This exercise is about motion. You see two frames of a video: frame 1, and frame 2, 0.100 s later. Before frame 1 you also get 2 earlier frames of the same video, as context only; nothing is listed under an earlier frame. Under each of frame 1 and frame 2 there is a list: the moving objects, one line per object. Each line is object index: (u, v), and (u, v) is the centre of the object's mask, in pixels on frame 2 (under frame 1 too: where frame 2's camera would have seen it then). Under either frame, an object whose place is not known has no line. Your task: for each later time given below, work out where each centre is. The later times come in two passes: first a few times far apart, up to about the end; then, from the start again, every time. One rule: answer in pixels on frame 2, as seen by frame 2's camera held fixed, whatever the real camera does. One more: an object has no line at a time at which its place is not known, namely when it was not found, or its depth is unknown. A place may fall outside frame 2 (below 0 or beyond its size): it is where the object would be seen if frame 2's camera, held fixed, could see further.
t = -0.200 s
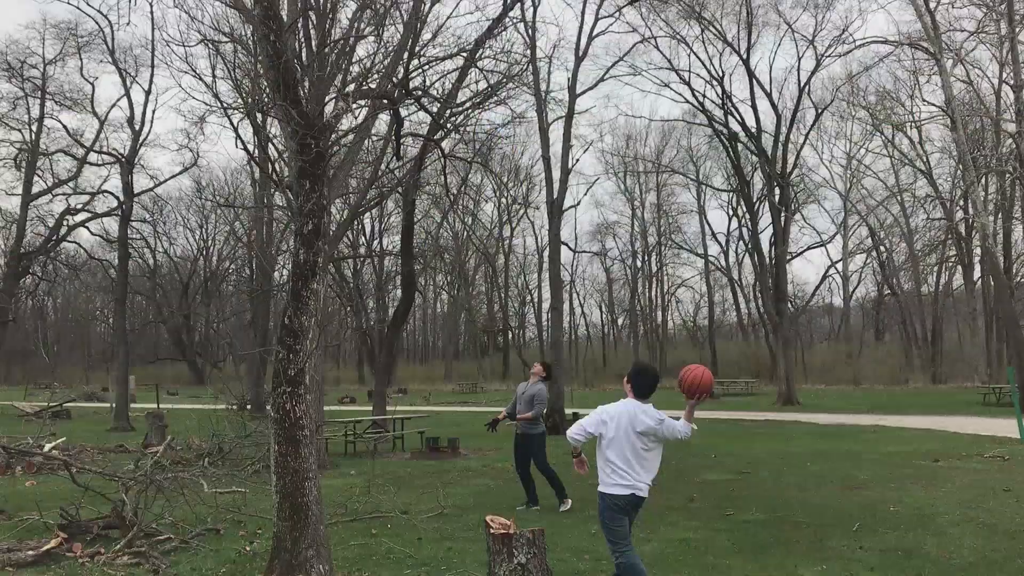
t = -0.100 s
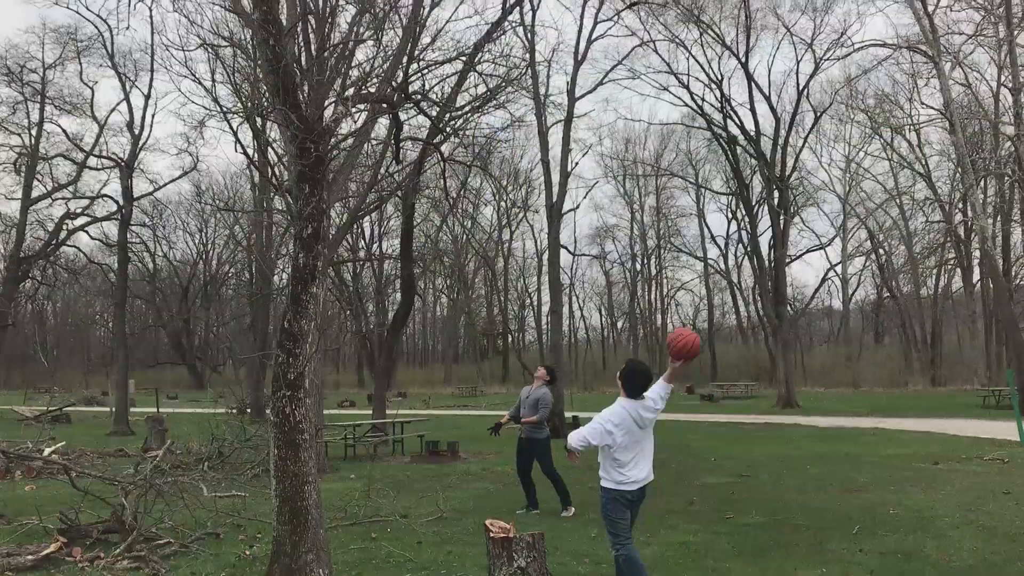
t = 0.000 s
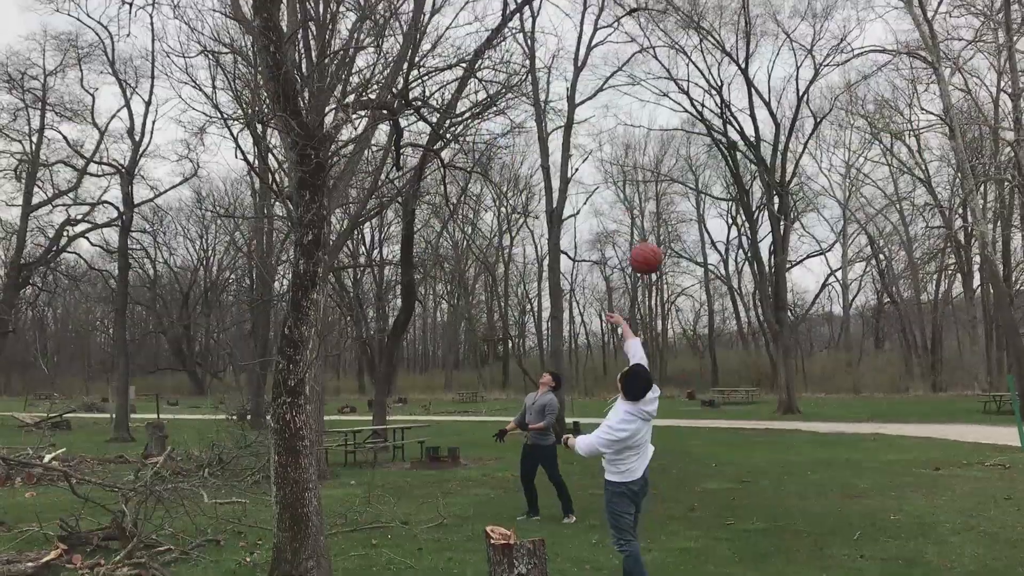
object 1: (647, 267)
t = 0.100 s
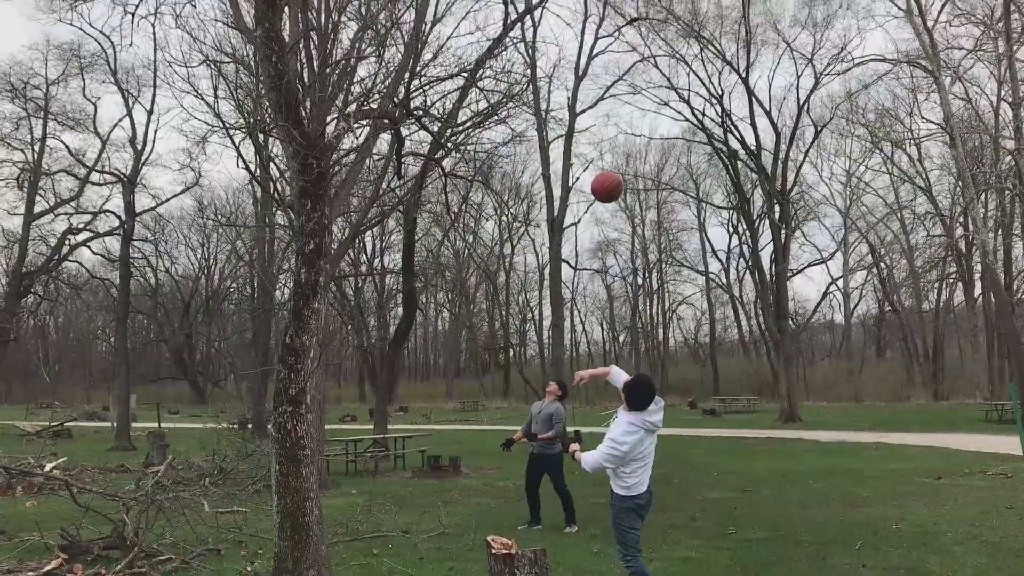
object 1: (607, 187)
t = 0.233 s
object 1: (559, 107)
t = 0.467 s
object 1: (489, 27)
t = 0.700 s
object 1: (430, 15)
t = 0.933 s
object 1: (383, 63)
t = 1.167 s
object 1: (380, 106)
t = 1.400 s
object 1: (385, 122)
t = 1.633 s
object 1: (377, 122)
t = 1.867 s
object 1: (358, 129)
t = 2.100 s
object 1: (336, 147)
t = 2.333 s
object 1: (314, 188)
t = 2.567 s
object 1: (288, 219)
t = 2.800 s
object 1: (272, 243)
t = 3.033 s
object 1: (261, 329)
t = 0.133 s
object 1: (594, 165)
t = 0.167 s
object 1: (582, 143)
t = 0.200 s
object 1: (570, 124)
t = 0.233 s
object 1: (559, 107)
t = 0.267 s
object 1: (547, 91)
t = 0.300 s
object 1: (537, 77)
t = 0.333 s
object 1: (526, 64)
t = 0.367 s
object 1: (517, 52)
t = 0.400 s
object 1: (507, 42)
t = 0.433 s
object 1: (498, 33)
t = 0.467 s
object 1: (489, 27)
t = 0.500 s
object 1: (479, 21)
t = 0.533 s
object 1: (471, 16)
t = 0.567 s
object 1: (462, 14)
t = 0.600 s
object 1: (454, 12)
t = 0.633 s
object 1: (446, 12)
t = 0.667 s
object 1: (438, 12)
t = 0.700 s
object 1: (430, 15)
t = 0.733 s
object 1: (422, 18)
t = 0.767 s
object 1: (416, 22)
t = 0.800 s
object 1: (407, 29)
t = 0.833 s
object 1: (401, 36)
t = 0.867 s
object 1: (394, 44)
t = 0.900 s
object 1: (387, 53)
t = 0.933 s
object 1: (383, 63)
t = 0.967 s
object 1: (378, 72)
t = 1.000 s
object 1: (376, 81)
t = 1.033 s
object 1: (376, 86)
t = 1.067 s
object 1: (376, 90)
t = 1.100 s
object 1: (377, 95)
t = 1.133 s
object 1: (378, 99)
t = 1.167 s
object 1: (380, 106)
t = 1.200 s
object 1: (380, 110)
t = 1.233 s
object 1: (383, 118)
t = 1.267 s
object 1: (384, 122)
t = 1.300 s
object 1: (385, 124)
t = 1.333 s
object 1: (385, 123)
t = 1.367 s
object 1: (385, 123)
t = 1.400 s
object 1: (385, 122)
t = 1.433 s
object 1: (384, 121)
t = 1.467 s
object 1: (384, 120)
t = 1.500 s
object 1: (382, 120)
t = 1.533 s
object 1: (381, 119)
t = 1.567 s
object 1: (379, 119)
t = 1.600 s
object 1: (378, 120)
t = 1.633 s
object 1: (377, 122)
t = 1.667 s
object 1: (375, 123)
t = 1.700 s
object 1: (374, 123)
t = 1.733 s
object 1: (372, 124)
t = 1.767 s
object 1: (367, 127)
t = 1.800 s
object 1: (366, 129)
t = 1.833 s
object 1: (364, 130)
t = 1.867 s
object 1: (358, 129)
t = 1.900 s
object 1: (354, 130)
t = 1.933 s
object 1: (351, 132)
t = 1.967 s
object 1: (348, 133)
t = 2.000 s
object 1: (344, 136)
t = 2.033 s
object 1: (341, 139)
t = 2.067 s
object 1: (338, 143)
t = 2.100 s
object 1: (336, 147)
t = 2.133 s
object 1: (333, 151)
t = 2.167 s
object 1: (330, 157)
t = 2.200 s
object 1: (328, 162)
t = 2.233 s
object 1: (325, 165)
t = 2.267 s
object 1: (321, 172)
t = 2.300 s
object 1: (318, 182)
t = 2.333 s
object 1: (314, 188)
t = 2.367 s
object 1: (311, 198)
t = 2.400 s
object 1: (307, 210)
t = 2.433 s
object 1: (301, 216)
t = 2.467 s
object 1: (297, 219)
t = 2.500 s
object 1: (293, 219)
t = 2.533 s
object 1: (291, 218)
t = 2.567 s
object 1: (288, 219)
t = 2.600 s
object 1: (285, 220)
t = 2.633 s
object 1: (282, 222)
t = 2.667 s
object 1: (279, 224)
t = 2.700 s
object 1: (276, 227)
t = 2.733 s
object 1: (275, 231)
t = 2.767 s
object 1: (273, 236)
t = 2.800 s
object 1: (272, 243)
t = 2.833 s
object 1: (270, 252)
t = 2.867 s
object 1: (268, 261)
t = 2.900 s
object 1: (267, 271)
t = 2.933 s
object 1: (266, 284)
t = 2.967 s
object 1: (264, 297)
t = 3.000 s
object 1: (263, 312)
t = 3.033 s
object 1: (261, 329)
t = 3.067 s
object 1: (260, 348)
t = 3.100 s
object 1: (258, 368)
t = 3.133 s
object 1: (258, 389)
